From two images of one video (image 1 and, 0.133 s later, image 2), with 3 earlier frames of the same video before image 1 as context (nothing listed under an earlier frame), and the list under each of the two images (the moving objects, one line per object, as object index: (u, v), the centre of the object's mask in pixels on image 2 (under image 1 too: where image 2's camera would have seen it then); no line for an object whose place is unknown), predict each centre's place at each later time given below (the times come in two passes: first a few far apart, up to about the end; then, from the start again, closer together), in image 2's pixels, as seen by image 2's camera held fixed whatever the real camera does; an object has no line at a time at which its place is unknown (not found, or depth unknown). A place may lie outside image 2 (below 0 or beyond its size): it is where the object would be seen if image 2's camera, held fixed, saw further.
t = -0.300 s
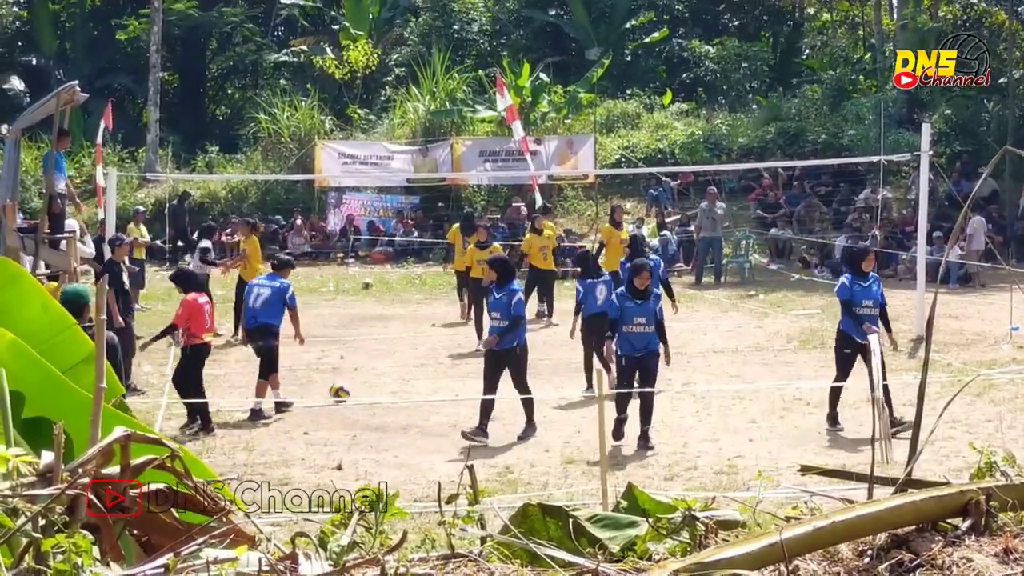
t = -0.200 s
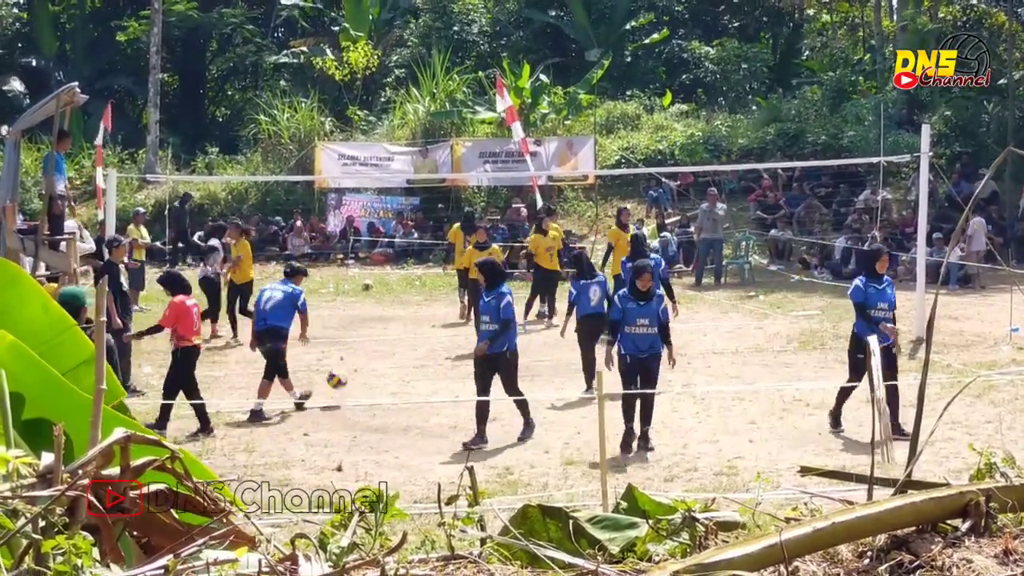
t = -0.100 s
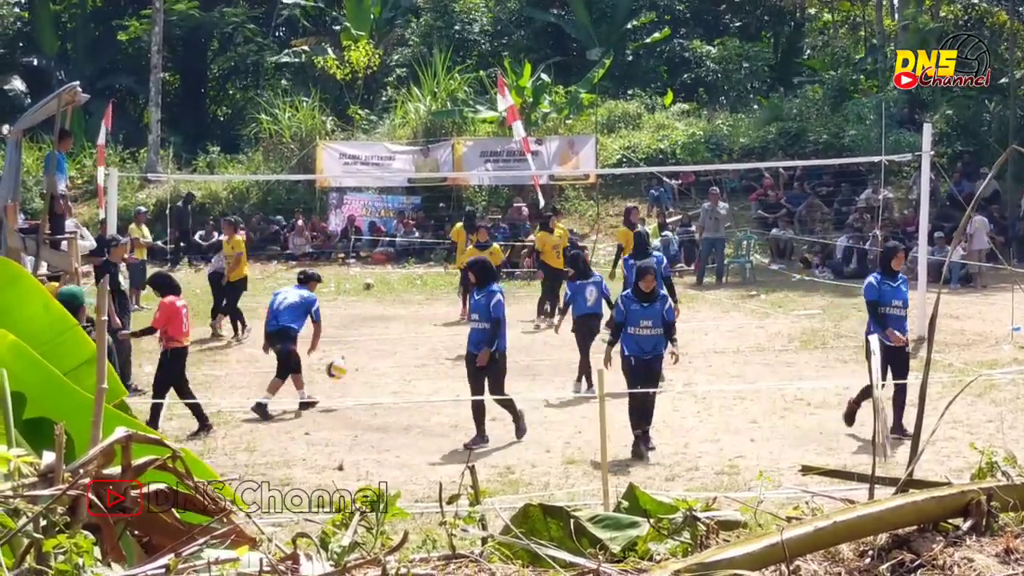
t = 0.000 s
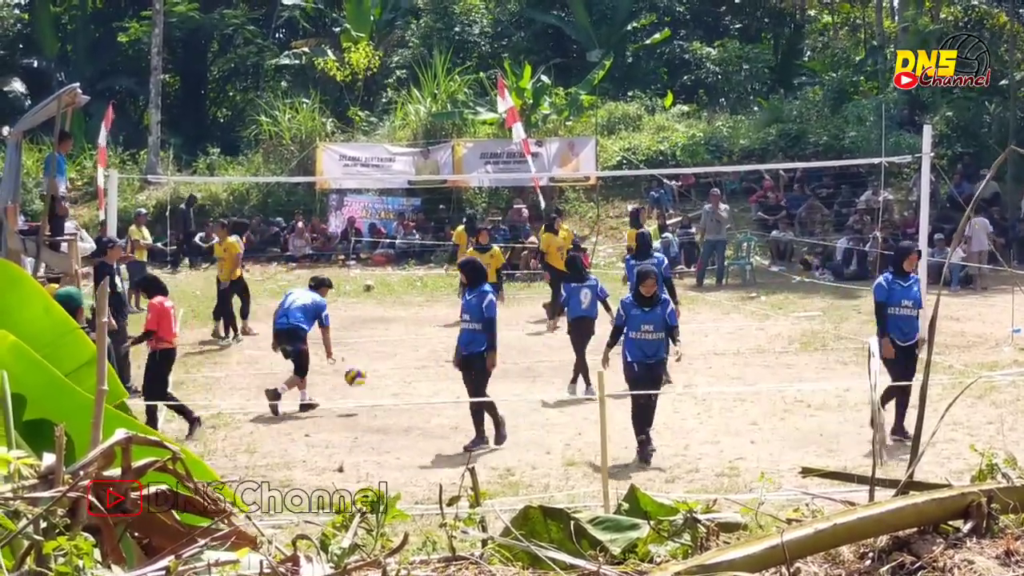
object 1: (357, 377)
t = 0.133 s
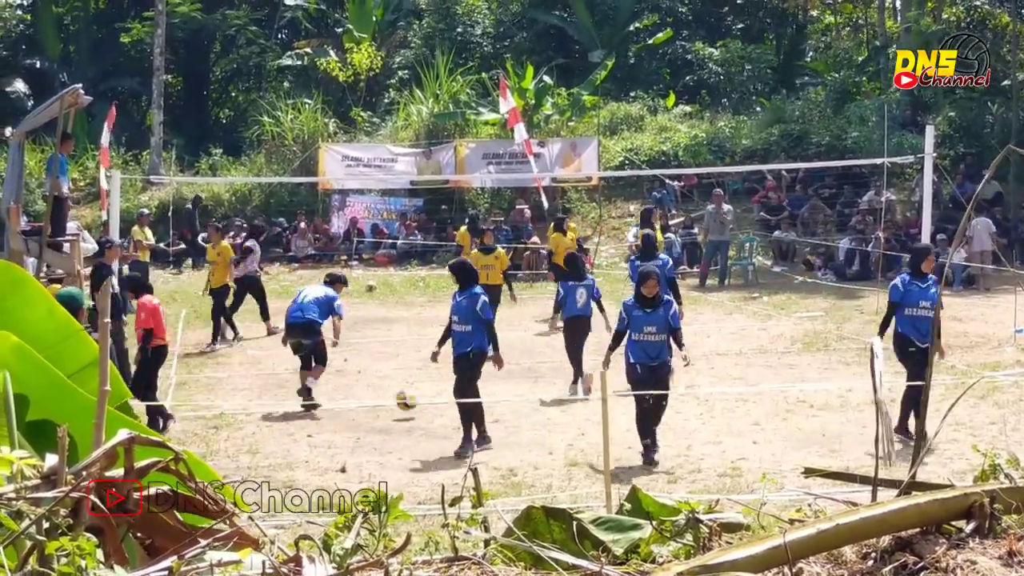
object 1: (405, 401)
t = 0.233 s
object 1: (435, 406)
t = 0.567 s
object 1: (522, 424)
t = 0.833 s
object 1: (602, 432)
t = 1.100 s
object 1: (695, 439)
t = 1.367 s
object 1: (784, 451)
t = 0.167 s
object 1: (418, 412)
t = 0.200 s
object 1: (428, 410)
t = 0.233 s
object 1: (435, 406)
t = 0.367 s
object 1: (469, 398)
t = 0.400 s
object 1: (477, 402)
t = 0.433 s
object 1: (487, 403)
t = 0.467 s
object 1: (496, 408)
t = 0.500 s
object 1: (503, 413)
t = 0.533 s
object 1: (512, 420)
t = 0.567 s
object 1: (522, 424)
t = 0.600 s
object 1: (532, 420)
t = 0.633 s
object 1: (542, 418)
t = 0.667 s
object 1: (551, 418)
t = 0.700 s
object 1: (561, 417)
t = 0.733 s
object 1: (573, 422)
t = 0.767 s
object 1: (582, 425)
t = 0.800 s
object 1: (593, 431)
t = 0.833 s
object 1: (602, 432)
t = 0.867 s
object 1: (617, 430)
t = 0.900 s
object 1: (624, 428)
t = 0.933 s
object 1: (635, 431)
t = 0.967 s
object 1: (643, 432)
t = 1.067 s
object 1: (689, 444)
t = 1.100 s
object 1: (695, 439)
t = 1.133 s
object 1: (702, 442)
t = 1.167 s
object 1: (714, 443)
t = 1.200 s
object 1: (726, 446)
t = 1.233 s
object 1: (736, 448)
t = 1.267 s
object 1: (749, 448)
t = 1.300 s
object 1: (761, 450)
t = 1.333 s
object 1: (772, 451)
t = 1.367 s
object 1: (784, 451)
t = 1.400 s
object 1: (797, 451)
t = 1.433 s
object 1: (808, 451)
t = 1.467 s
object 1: (820, 454)
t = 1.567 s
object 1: (857, 455)
